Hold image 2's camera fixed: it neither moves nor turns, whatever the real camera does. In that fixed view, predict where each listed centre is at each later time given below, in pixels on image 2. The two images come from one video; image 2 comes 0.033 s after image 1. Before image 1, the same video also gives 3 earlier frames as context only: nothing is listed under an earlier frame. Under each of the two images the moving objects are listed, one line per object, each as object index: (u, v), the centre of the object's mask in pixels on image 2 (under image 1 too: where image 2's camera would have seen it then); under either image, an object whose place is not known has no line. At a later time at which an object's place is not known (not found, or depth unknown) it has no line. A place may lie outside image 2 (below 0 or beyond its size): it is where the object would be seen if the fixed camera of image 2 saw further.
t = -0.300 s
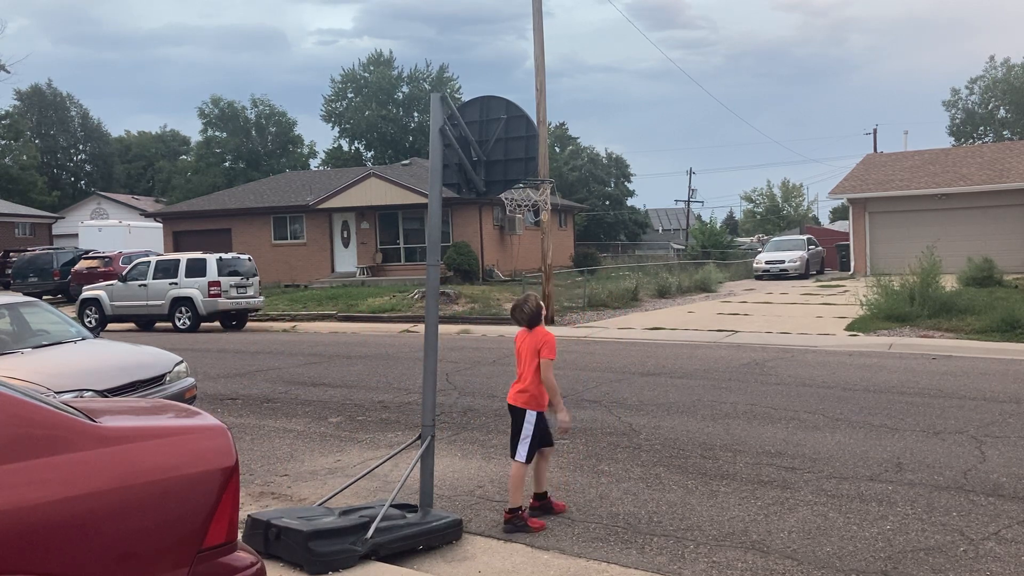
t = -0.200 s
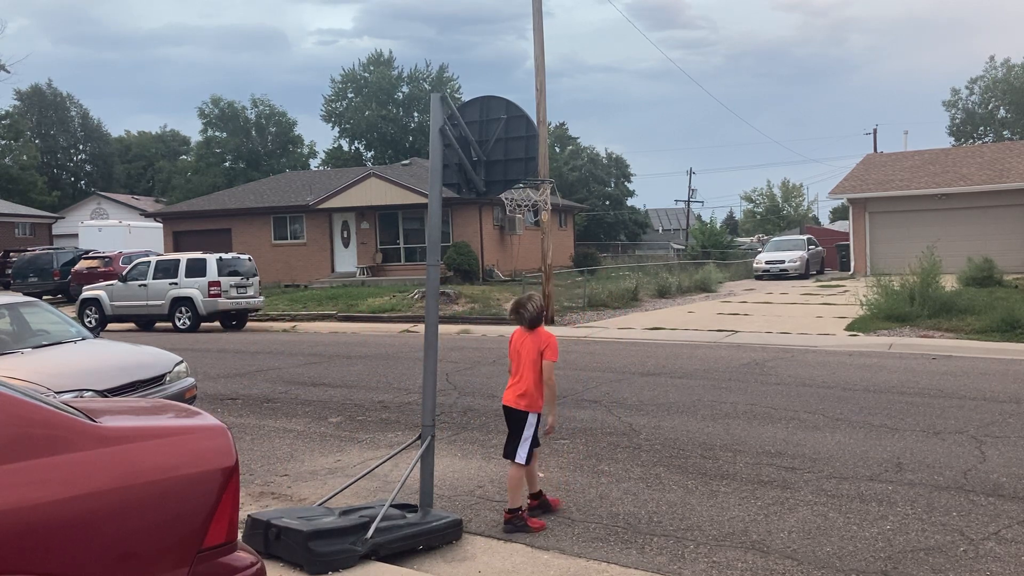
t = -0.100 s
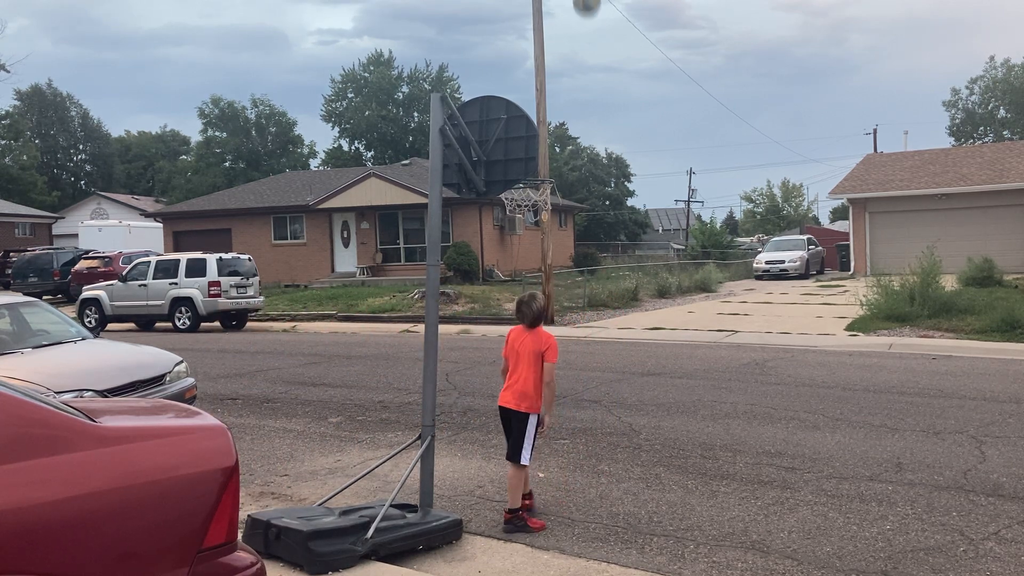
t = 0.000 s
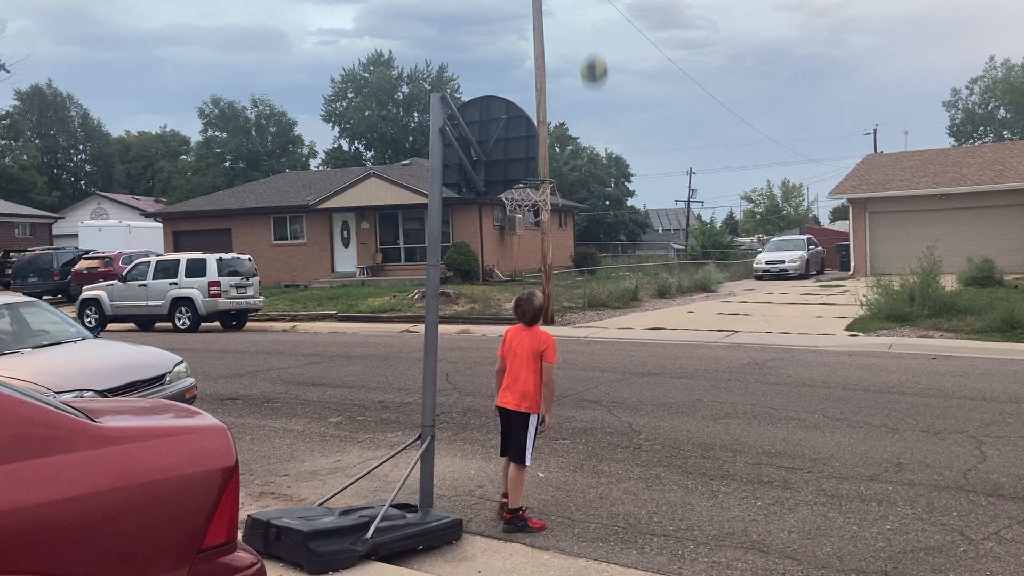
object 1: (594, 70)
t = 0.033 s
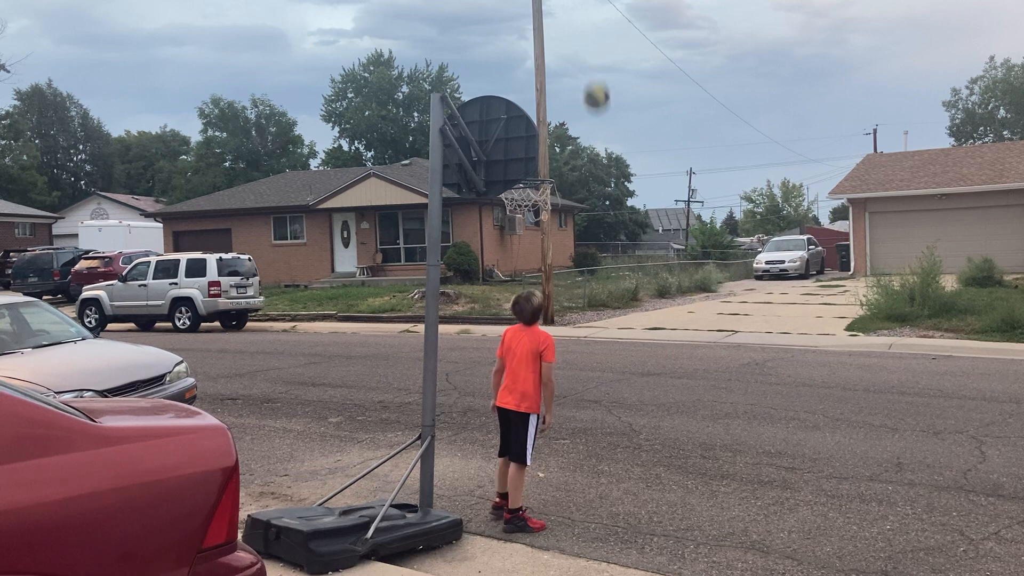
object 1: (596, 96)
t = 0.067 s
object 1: (598, 122)
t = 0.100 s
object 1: (601, 154)
